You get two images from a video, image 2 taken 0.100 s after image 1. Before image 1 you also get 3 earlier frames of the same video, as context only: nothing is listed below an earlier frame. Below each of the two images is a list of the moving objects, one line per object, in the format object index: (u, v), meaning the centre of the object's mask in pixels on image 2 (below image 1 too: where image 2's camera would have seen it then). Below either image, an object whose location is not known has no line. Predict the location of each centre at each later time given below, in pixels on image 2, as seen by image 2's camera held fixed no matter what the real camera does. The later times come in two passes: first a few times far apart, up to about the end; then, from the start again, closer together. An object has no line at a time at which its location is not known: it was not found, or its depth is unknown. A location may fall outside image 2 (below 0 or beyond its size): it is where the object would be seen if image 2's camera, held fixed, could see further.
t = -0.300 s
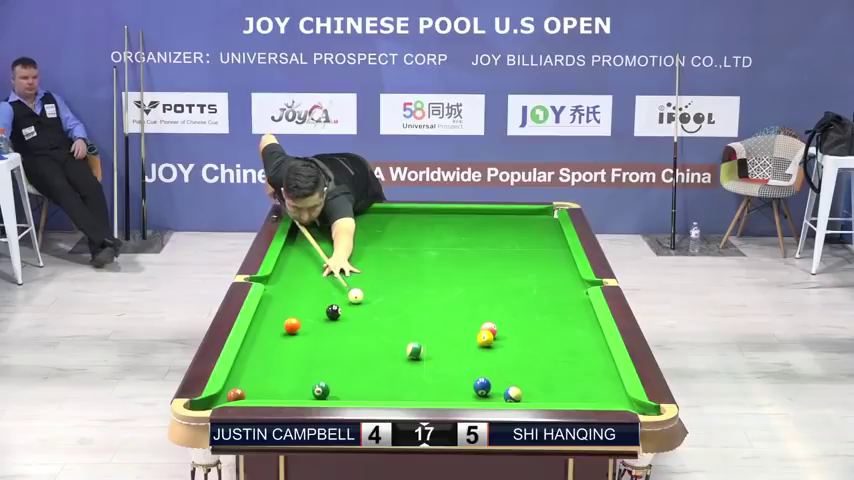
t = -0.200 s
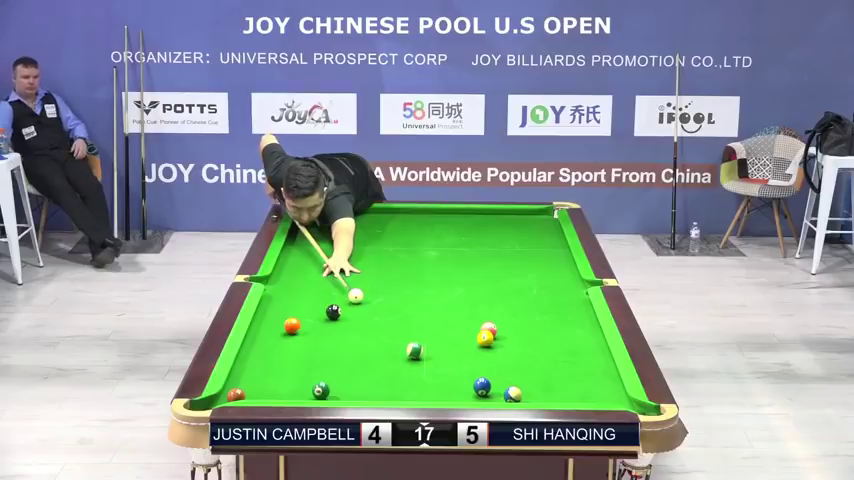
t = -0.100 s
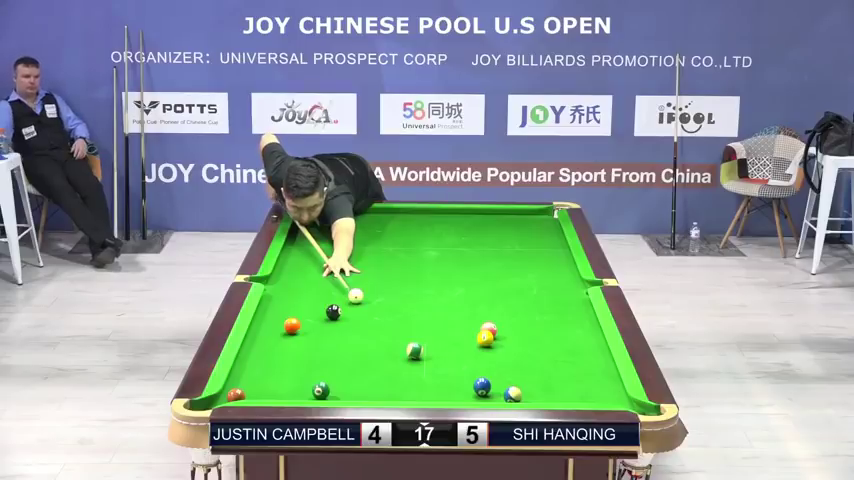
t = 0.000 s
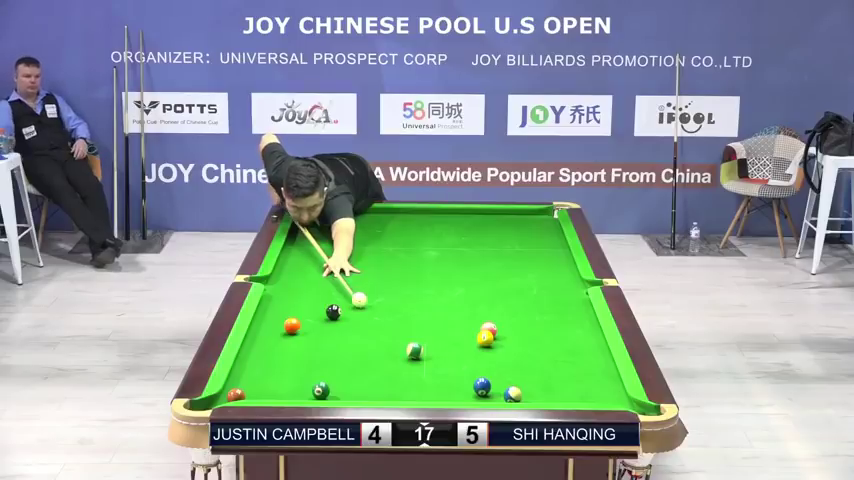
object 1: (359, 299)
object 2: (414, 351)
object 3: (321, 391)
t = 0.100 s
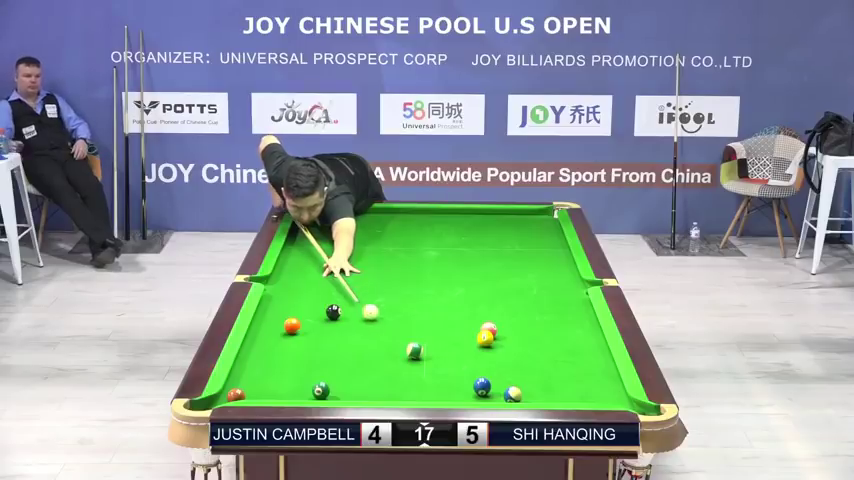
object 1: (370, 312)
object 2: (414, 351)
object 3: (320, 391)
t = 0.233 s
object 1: (382, 325)
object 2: (414, 351)
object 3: (321, 391)
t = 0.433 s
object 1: (400, 347)
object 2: (415, 351)
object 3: (321, 391)
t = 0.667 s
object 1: (384, 360)
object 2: (448, 361)
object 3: (321, 390)
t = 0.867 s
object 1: (371, 373)
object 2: (473, 367)
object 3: (321, 391)
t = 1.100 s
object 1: (354, 389)
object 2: (505, 376)
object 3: (320, 390)
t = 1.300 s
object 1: (340, 396)
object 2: (530, 383)
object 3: (320, 391)
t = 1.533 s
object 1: (335, 392)
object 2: (557, 391)
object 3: (316, 390)
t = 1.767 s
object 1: (339, 389)
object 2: (586, 397)
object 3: (304, 386)
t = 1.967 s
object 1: (342, 386)
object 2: (610, 400)
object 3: (296, 384)
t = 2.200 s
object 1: (345, 384)
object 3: (288, 382)
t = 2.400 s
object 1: (346, 382)
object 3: (283, 379)
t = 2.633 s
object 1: (348, 380)
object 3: (277, 378)
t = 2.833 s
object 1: (350, 379)
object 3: (273, 376)
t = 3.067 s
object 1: (351, 379)
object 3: (268, 375)
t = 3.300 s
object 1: (351, 379)
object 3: (265, 375)
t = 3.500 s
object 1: (351, 379)
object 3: (264, 375)
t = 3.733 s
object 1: (351, 379)
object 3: (263, 374)
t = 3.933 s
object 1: (351, 379)
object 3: (264, 374)
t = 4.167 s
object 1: (351, 379)
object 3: (264, 374)
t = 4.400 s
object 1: (351, 379)
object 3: (264, 375)
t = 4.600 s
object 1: (351, 379)
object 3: (264, 375)
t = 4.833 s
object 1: (351, 379)
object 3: (264, 375)
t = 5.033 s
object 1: (351, 379)
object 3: (264, 374)
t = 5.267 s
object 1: (351, 379)
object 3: (264, 374)
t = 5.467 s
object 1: (351, 379)
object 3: (264, 374)
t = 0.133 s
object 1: (372, 314)
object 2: (414, 351)
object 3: (320, 391)
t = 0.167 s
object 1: (376, 318)
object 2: (414, 351)
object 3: (321, 391)
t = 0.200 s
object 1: (380, 323)
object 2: (414, 351)
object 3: (321, 391)
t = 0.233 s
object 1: (382, 325)
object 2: (414, 351)
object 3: (321, 391)
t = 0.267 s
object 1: (385, 329)
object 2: (414, 350)
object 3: (320, 391)
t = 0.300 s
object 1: (389, 333)
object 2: (414, 351)
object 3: (321, 391)
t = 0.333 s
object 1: (392, 337)
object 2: (414, 351)
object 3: (321, 391)
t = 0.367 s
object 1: (394, 339)
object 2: (414, 351)
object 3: (321, 391)
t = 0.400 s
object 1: (397, 343)
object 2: (414, 351)
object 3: (321, 391)
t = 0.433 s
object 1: (400, 347)
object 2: (415, 351)
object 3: (321, 391)
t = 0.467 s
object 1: (398, 348)
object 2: (419, 352)
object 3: (321, 391)
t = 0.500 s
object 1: (395, 351)
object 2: (425, 354)
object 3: (321, 391)
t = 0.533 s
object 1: (392, 353)
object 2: (432, 356)
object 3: (321, 391)
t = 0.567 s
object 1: (391, 354)
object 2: (435, 356)
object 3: (321, 391)
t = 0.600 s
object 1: (388, 357)
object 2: (440, 358)
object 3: (321, 391)
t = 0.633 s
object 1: (386, 358)
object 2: (443, 359)
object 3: (321, 391)
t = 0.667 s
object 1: (384, 360)
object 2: (448, 361)
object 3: (321, 390)
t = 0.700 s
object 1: (382, 363)
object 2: (454, 361)
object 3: (321, 391)
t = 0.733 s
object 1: (380, 364)
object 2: (456, 362)
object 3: (321, 391)
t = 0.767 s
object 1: (377, 367)
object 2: (462, 364)
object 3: (321, 391)
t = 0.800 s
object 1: (375, 369)
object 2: (467, 366)
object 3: (321, 391)
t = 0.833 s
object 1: (372, 372)
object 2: (471, 367)
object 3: (321, 391)
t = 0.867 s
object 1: (371, 373)
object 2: (473, 367)
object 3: (321, 391)
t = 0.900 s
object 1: (368, 376)
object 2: (479, 368)
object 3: (321, 391)
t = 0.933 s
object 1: (366, 378)
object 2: (484, 369)
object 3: (321, 391)
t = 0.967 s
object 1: (364, 379)
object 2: (487, 370)
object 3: (321, 391)
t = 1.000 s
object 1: (361, 382)
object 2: (492, 373)
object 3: (321, 391)
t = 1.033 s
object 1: (359, 385)
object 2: (497, 374)
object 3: (321, 391)
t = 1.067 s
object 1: (357, 386)
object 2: (500, 375)
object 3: (320, 390)
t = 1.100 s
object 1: (354, 389)
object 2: (505, 376)
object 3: (320, 390)
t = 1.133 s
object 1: (353, 390)
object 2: (507, 377)
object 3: (320, 390)
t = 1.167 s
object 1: (351, 391)
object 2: (512, 378)
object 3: (320, 390)
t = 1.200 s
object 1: (347, 393)
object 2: (517, 379)
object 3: (320, 390)
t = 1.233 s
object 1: (346, 393)
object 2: (520, 380)
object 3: (320, 390)
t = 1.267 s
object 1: (343, 395)
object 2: (525, 381)
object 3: (320, 390)
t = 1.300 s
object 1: (340, 396)
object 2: (530, 383)
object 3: (320, 391)
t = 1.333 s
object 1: (339, 396)
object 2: (533, 384)
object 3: (321, 391)
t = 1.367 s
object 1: (337, 394)
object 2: (537, 386)
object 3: (320, 390)
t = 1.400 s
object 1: (335, 394)
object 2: (543, 387)
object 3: (320, 390)
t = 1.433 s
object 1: (335, 393)
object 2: (545, 387)
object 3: (320, 390)
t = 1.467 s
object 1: (334, 392)
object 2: (551, 389)
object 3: (319, 390)
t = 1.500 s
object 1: (335, 392)
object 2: (555, 390)
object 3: (317, 390)
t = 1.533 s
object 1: (335, 392)
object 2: (557, 391)
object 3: (316, 390)
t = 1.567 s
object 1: (336, 391)
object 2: (561, 392)
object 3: (314, 389)
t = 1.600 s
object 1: (337, 391)
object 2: (566, 393)
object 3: (312, 389)
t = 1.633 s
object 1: (337, 391)
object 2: (569, 393)
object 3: (311, 388)
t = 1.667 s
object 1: (338, 390)
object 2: (574, 394)
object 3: (309, 388)
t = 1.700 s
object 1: (338, 390)
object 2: (579, 395)
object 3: (307, 387)
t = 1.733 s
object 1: (339, 389)
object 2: (583, 396)
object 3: (305, 387)
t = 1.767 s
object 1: (339, 389)
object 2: (586, 397)
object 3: (304, 386)
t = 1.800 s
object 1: (340, 389)
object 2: (591, 397)
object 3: (303, 386)
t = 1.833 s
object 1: (340, 388)
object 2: (594, 397)
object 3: (302, 386)
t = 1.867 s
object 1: (341, 388)
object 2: (599, 398)
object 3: (300, 385)
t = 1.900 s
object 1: (341, 387)
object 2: (605, 399)
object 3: (299, 385)
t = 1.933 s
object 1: (342, 387)
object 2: (607, 399)
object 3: (298, 385)
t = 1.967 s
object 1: (342, 386)
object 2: (610, 400)
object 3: (296, 384)
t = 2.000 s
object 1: (342, 386)
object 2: (614, 401)
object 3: (295, 384)
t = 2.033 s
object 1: (343, 386)
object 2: (616, 400)
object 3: (294, 384)
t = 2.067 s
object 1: (343, 385)
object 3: (293, 383)
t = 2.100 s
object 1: (343, 385)
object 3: (292, 383)
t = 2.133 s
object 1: (344, 385)
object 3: (291, 382)
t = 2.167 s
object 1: (344, 384)
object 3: (290, 382)
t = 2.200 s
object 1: (345, 384)
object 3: (288, 382)
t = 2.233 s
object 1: (345, 384)
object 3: (288, 382)
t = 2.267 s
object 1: (345, 383)
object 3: (287, 381)
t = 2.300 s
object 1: (346, 382)
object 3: (286, 380)
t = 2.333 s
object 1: (346, 382)
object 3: (285, 380)
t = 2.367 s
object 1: (346, 382)
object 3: (284, 380)
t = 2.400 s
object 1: (346, 382)
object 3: (283, 379)
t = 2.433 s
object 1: (347, 381)
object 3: (282, 379)
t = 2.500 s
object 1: (347, 381)
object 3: (280, 378)
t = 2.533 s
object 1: (348, 381)
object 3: (279, 378)
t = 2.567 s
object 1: (348, 381)
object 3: (279, 378)
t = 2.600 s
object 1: (348, 380)
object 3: (278, 377)
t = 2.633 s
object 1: (348, 380)
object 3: (277, 378)
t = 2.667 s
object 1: (349, 380)
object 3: (276, 377)
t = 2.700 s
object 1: (349, 380)
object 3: (275, 377)
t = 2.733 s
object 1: (349, 380)
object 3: (275, 377)
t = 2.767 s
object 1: (349, 380)
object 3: (274, 376)
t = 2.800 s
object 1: (350, 379)
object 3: (273, 376)
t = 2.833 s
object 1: (350, 379)
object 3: (273, 376)
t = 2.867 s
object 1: (350, 379)
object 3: (272, 376)
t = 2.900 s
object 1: (350, 379)
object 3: (271, 376)
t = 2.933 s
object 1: (350, 379)
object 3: (271, 376)
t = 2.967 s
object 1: (350, 379)
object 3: (270, 376)
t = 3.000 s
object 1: (350, 379)
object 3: (269, 376)
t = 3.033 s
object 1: (351, 379)
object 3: (268, 375)
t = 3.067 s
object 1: (351, 379)
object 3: (268, 375)
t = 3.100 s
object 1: (351, 379)
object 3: (268, 375)
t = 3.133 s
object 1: (351, 379)
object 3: (267, 375)
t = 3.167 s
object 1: (351, 379)
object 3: (267, 375)
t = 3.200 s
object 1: (351, 379)
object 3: (266, 375)
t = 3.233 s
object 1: (351, 379)
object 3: (266, 375)
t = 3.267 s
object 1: (351, 379)
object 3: (266, 375)
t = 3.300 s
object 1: (351, 379)
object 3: (265, 375)
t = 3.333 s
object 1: (351, 379)
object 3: (265, 375)
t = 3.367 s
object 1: (351, 379)
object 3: (265, 375)
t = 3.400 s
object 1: (351, 379)
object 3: (264, 375)
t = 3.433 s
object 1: (351, 379)
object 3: (264, 375)
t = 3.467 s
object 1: (351, 379)
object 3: (264, 375)
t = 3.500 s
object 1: (351, 379)
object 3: (264, 375)
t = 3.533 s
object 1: (351, 379)
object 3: (264, 375)
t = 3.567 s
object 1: (351, 379)
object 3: (264, 375)
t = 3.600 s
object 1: (351, 379)
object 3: (264, 374)
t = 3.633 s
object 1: (351, 379)
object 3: (264, 374)
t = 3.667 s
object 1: (351, 379)
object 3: (264, 374)
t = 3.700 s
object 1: (351, 379)
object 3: (264, 374)
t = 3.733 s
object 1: (351, 379)
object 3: (263, 374)
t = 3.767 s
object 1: (351, 379)
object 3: (264, 374)
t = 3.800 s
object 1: (351, 379)
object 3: (264, 374)
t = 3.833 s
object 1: (351, 379)
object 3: (264, 374)
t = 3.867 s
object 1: (351, 379)
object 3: (264, 375)
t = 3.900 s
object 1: (351, 379)
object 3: (264, 374)
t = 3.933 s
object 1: (351, 379)
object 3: (264, 374)
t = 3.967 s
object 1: (351, 379)
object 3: (264, 374)
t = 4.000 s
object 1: (351, 379)
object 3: (264, 374)
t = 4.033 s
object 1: (351, 379)
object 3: (264, 374)
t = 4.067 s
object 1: (351, 379)
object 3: (264, 374)
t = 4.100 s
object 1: (351, 379)
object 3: (264, 374)
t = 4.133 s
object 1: (351, 379)
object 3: (264, 374)
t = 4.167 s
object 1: (351, 379)
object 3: (264, 374)
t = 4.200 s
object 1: (351, 379)
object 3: (264, 374)
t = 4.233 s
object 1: (351, 379)
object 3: (264, 374)
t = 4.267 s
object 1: (351, 379)
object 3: (264, 374)
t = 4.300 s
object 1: (351, 379)
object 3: (264, 374)
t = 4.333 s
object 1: (351, 379)
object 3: (264, 374)
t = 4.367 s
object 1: (351, 379)
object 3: (264, 374)
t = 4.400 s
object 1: (351, 379)
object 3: (264, 375)
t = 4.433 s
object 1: (351, 379)
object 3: (264, 375)
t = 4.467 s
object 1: (351, 379)
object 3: (264, 375)
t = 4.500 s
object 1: (351, 379)
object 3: (264, 375)
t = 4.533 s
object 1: (351, 379)
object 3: (264, 375)
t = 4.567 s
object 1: (351, 379)
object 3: (264, 375)
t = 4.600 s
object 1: (351, 379)
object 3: (264, 375)
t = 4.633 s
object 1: (351, 379)
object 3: (264, 375)
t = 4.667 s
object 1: (351, 379)
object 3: (264, 375)
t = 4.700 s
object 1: (351, 379)
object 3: (264, 375)
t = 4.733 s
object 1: (351, 379)
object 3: (264, 375)
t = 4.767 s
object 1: (351, 379)
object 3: (264, 375)
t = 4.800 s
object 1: (351, 379)
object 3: (264, 375)
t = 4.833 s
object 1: (351, 379)
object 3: (264, 375)
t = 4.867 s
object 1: (351, 379)
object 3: (264, 375)
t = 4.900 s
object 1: (351, 379)
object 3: (264, 375)
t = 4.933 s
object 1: (351, 379)
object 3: (264, 375)
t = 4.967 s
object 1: (351, 379)
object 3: (264, 374)
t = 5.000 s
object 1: (351, 379)
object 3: (264, 375)
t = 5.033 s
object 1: (351, 379)
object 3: (264, 374)
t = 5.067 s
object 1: (351, 379)
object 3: (264, 374)
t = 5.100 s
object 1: (351, 379)
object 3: (264, 374)
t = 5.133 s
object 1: (351, 379)
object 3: (264, 374)
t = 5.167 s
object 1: (351, 379)
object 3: (264, 374)
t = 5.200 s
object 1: (351, 379)
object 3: (264, 374)
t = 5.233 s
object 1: (351, 379)
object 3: (264, 374)
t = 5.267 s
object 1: (351, 379)
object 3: (264, 374)
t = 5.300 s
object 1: (351, 379)
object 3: (264, 374)
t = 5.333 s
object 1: (351, 379)
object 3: (264, 374)
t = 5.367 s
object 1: (351, 379)
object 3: (264, 374)
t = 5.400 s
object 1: (351, 379)
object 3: (264, 374)
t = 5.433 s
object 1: (351, 379)
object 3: (264, 374)
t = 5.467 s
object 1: (351, 379)
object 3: (264, 374)
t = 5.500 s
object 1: (351, 379)
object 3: (264, 374)
